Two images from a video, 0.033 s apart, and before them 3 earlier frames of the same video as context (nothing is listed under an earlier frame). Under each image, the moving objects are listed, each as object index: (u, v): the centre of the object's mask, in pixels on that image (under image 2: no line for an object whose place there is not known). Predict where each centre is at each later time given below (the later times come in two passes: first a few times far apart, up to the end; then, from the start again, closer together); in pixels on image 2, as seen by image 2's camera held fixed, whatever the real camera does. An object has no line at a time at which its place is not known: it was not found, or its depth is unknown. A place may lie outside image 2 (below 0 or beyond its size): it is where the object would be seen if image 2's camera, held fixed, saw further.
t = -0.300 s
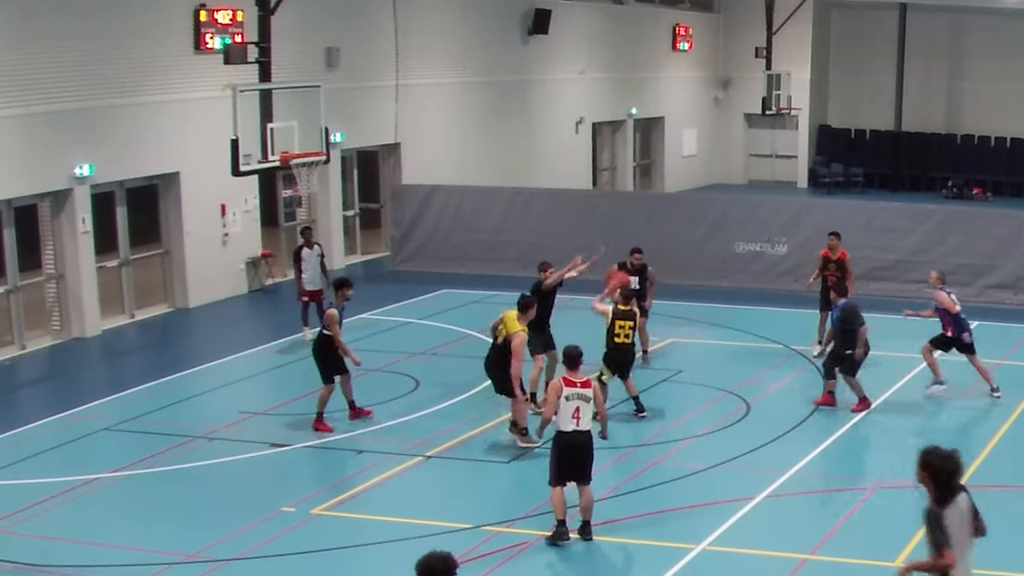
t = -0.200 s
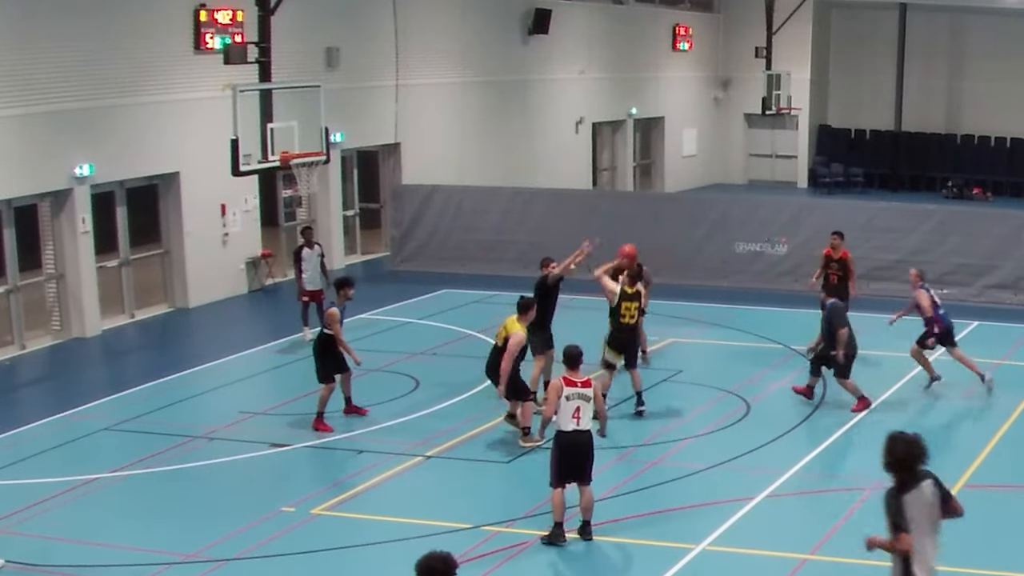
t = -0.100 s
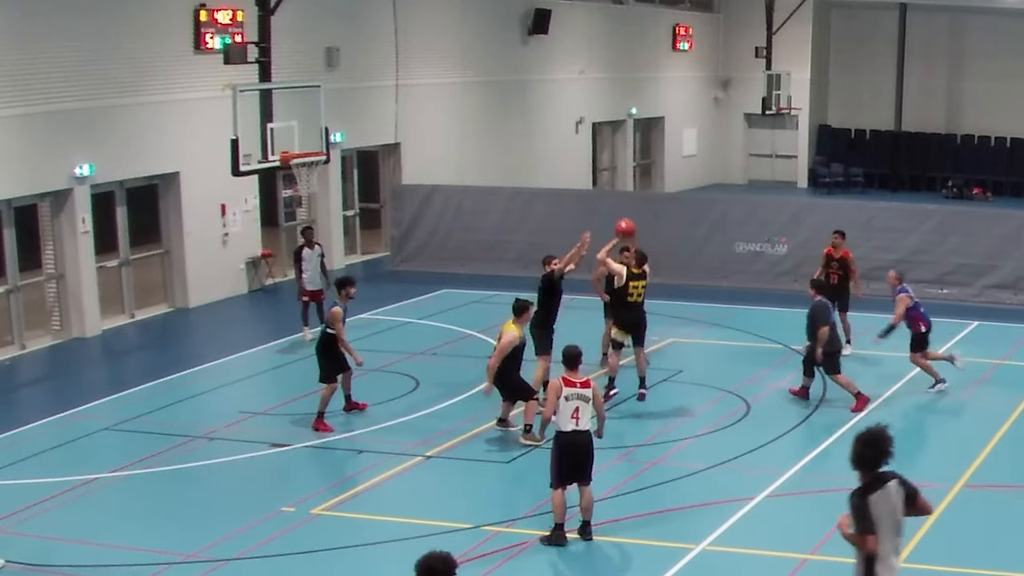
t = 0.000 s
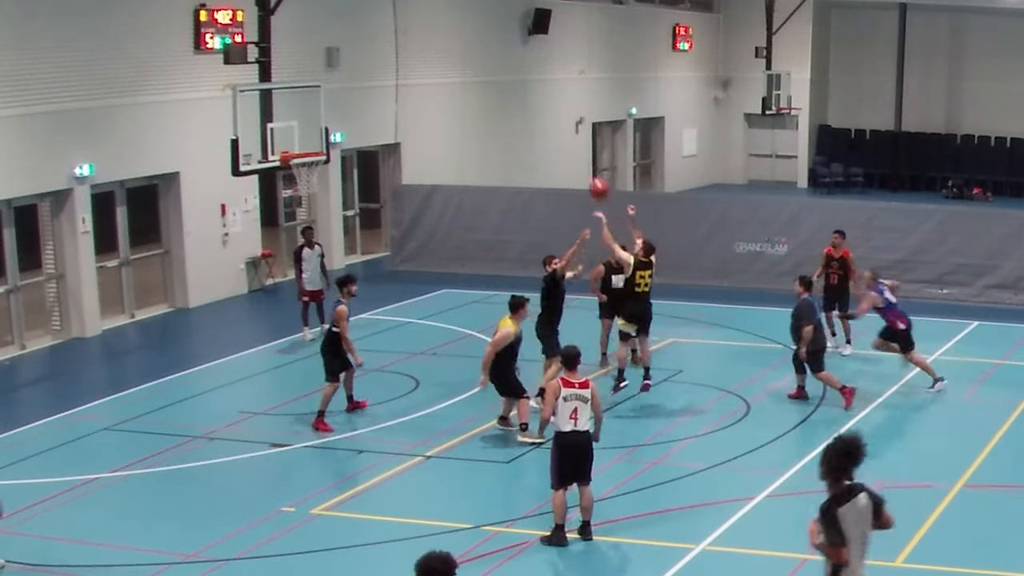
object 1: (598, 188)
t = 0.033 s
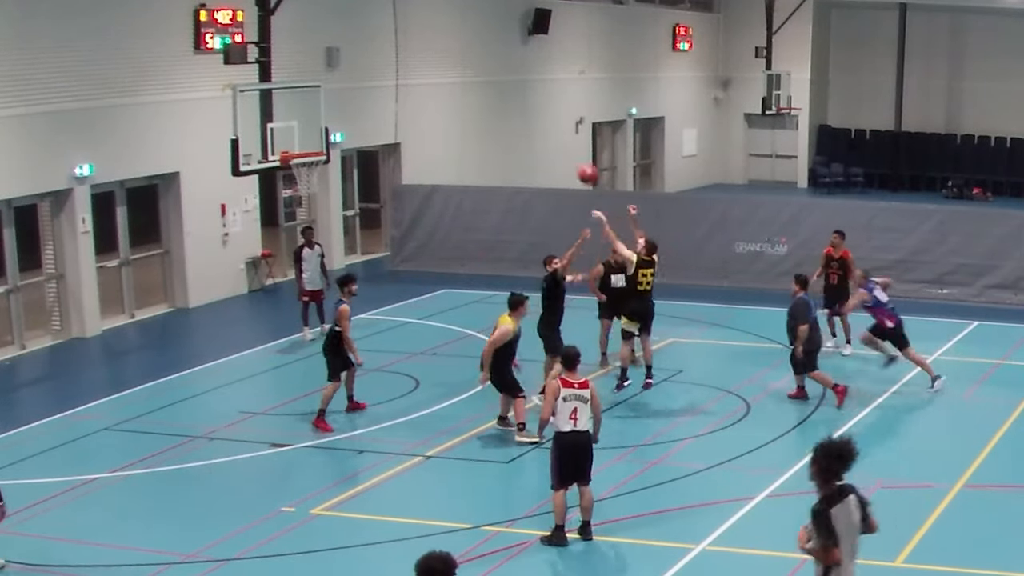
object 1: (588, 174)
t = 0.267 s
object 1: (509, 98)
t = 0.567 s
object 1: (418, 72)
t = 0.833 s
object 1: (344, 108)
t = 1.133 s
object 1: (292, 178)
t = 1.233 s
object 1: (292, 189)
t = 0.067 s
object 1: (576, 160)
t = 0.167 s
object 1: (542, 125)
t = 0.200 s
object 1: (531, 115)
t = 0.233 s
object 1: (520, 106)
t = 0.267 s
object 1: (509, 98)
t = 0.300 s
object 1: (499, 91)
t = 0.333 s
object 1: (489, 86)
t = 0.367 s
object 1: (477, 81)
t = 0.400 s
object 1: (468, 77)
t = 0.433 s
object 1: (457, 74)
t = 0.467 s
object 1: (447, 73)
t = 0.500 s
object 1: (437, 71)
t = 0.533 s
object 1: (427, 71)
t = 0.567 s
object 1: (418, 72)
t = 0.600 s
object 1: (408, 73)
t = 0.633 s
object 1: (399, 76)
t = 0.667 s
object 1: (389, 79)
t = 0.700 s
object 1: (379, 83)
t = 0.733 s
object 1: (370, 88)
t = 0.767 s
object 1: (361, 94)
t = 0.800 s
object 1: (353, 101)
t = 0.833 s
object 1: (344, 108)
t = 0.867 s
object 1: (335, 117)
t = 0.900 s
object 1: (326, 126)
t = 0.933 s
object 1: (318, 136)
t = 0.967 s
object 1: (310, 146)
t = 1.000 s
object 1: (302, 158)
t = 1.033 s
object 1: (293, 167)
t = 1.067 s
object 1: (291, 171)
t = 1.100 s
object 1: (292, 171)
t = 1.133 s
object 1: (292, 178)
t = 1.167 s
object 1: (292, 180)
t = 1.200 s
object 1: (292, 184)
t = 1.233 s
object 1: (292, 189)
